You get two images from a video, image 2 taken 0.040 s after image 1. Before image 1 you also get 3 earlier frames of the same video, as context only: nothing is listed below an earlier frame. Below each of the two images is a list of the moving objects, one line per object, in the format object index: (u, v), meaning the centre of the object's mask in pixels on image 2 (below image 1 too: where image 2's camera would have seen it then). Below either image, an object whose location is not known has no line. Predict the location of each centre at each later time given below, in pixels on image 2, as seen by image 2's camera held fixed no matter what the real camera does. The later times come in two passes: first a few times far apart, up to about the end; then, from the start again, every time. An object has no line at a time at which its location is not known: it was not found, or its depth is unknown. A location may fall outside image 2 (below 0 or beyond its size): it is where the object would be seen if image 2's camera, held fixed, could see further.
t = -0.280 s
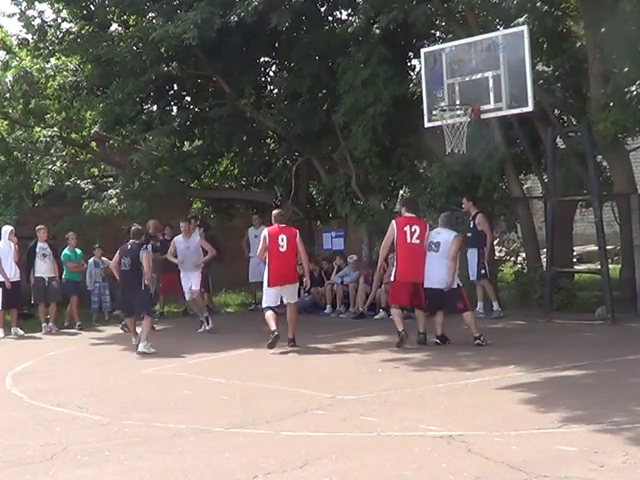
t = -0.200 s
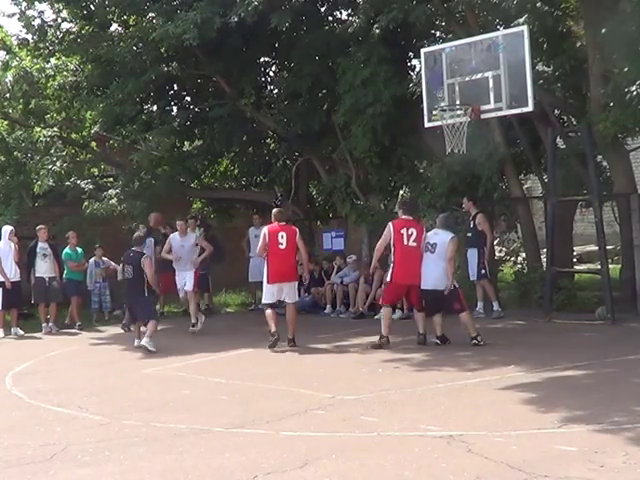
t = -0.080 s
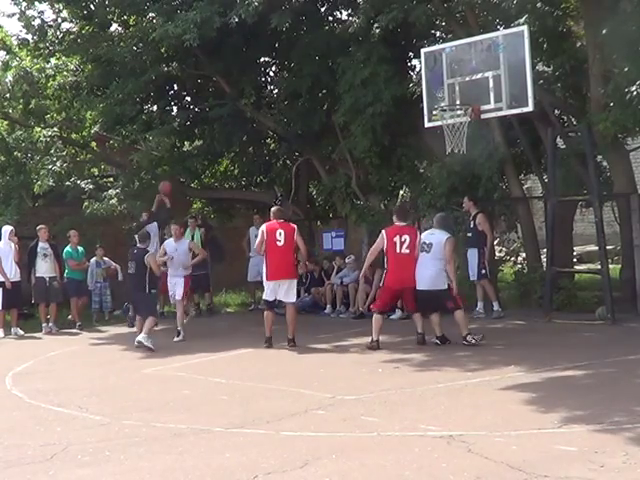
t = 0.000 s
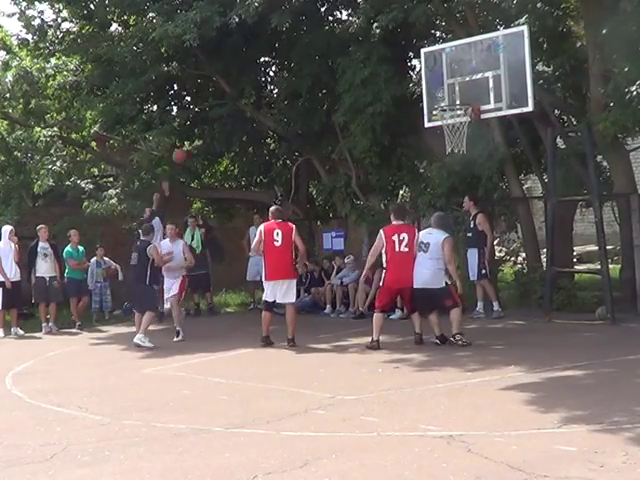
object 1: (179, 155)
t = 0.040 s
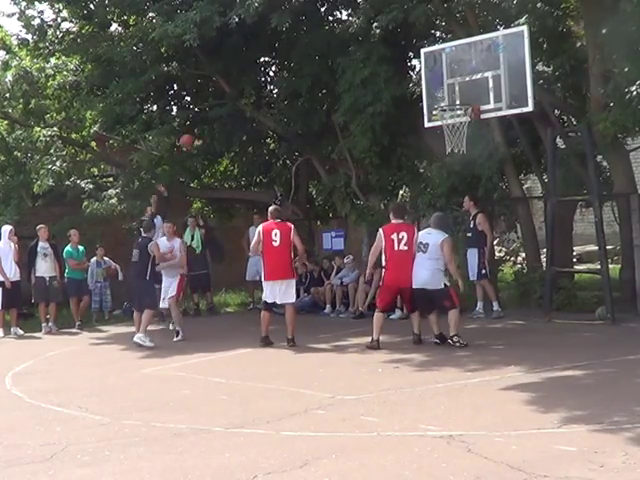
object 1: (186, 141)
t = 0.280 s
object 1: (235, 71)
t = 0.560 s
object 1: (300, 28)
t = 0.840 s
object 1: (374, 36)
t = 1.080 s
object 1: (446, 91)
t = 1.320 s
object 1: (469, 173)
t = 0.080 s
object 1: (194, 127)
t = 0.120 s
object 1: (202, 115)
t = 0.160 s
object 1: (210, 102)
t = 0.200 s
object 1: (218, 91)
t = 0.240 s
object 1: (227, 81)
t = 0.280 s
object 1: (235, 71)
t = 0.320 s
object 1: (244, 62)
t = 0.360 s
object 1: (253, 54)
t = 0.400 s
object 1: (262, 47)
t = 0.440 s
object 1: (271, 40)
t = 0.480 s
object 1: (280, 35)
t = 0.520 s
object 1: (290, 31)
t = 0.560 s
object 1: (300, 28)
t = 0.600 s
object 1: (310, 26)
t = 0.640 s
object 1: (320, 24)
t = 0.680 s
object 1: (330, 24)
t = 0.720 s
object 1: (341, 26)
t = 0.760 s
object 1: (351, 28)
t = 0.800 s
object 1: (363, 31)
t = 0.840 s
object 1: (374, 36)
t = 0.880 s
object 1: (385, 42)
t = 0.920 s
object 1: (398, 49)
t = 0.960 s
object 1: (409, 57)
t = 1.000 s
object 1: (421, 67)
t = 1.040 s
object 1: (434, 79)
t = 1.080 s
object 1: (446, 91)
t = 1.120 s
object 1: (457, 100)
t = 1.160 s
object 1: (467, 120)
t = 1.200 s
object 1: (468, 134)
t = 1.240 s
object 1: (467, 145)
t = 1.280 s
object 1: (468, 158)
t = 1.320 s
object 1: (469, 173)
